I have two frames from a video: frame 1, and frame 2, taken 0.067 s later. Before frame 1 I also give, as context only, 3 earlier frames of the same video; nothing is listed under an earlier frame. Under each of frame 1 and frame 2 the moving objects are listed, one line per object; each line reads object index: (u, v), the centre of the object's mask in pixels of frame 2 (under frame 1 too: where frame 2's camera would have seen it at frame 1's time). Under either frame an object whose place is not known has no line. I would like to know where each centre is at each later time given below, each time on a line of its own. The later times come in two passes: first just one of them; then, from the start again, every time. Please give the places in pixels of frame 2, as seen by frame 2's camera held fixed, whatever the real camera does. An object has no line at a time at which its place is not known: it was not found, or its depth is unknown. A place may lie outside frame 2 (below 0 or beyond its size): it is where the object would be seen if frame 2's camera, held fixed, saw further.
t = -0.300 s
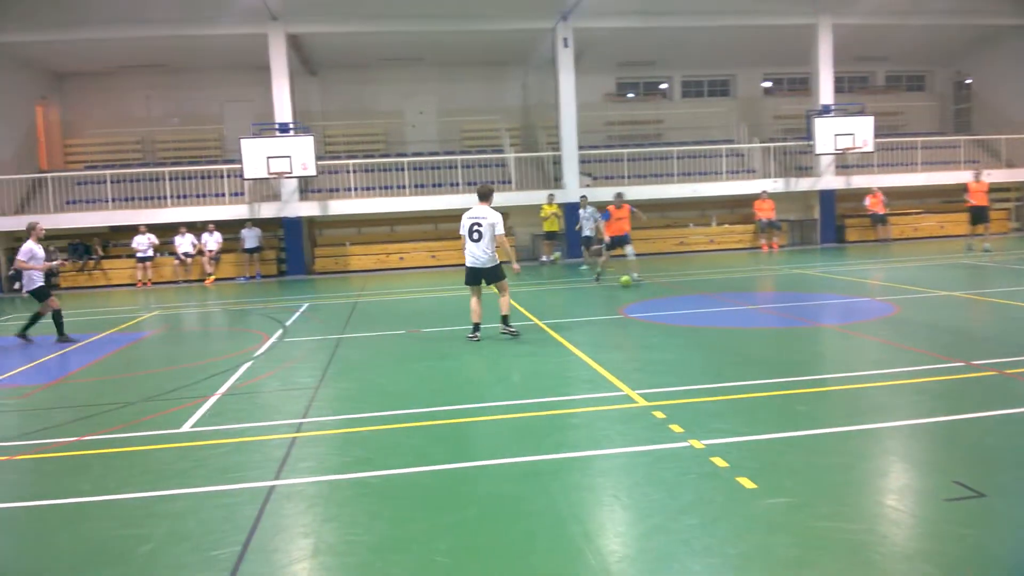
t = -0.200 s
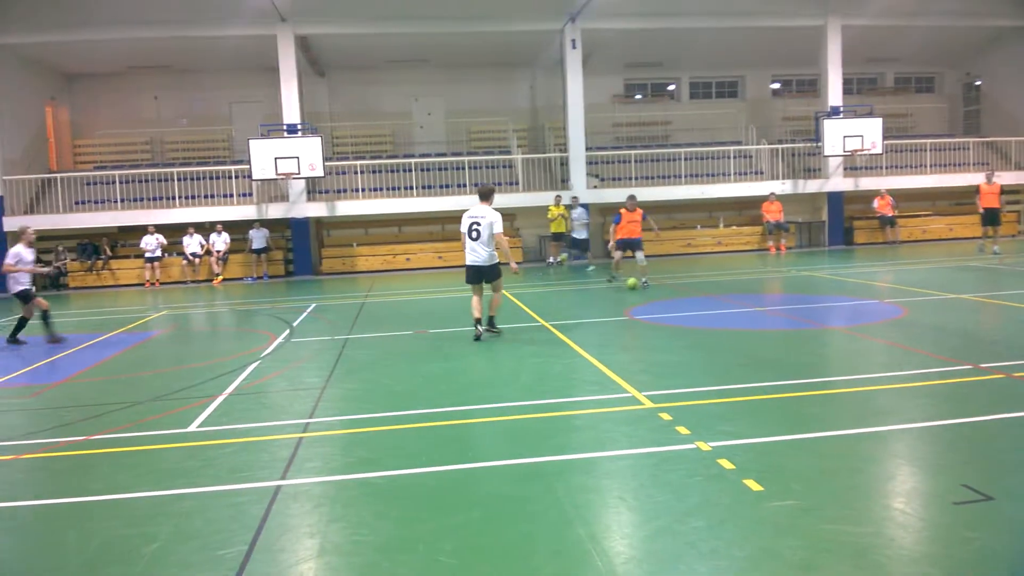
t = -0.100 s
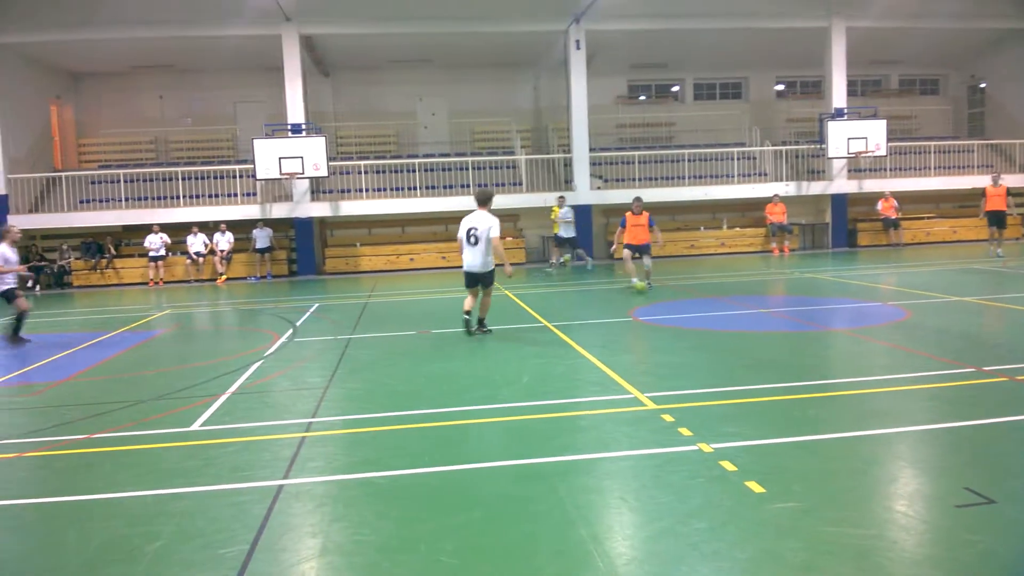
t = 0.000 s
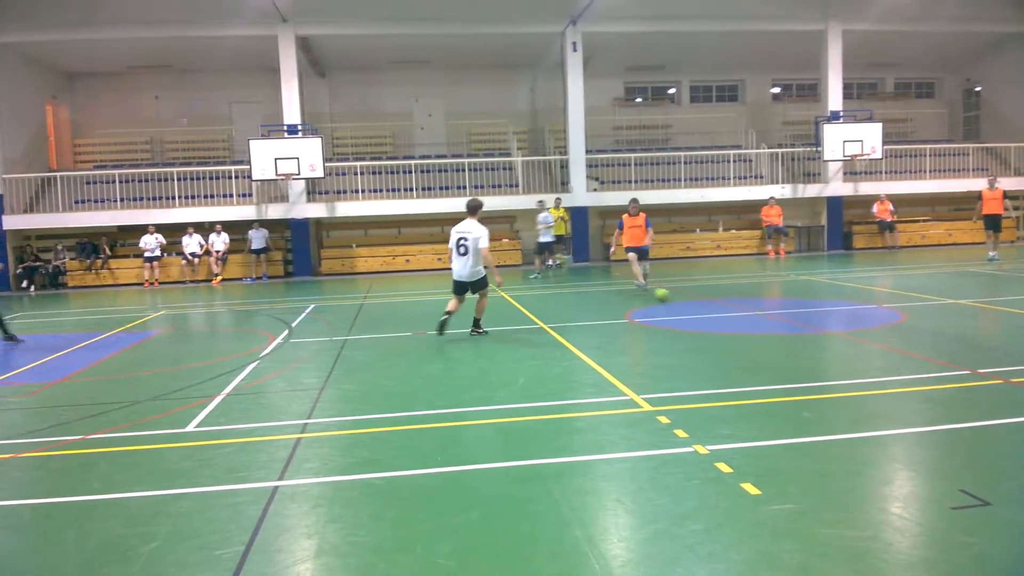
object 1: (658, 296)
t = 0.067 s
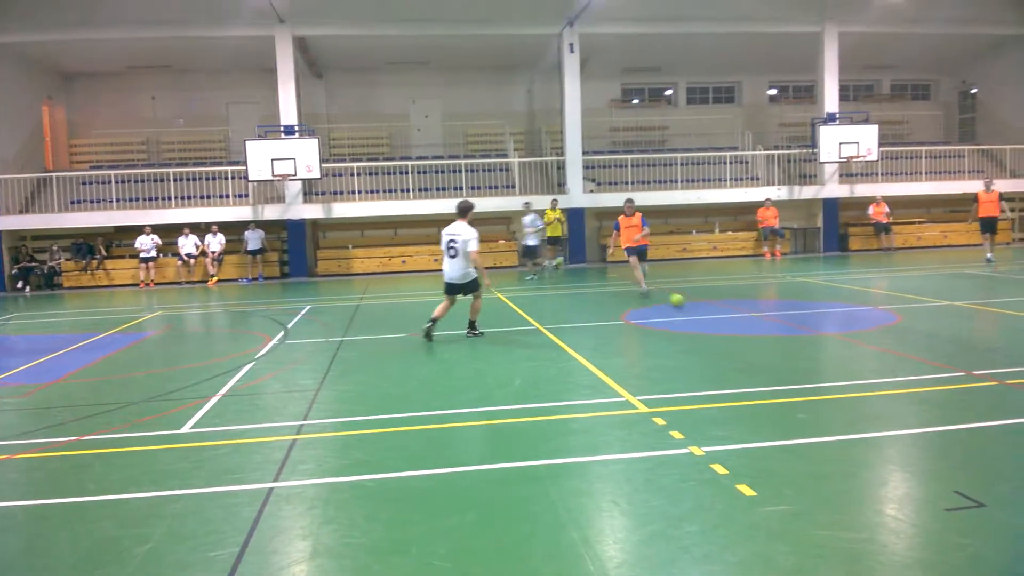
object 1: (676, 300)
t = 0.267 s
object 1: (741, 316)
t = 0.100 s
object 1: (686, 303)
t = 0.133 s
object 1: (697, 305)
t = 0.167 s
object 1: (707, 307)
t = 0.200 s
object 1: (718, 310)
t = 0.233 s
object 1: (729, 313)
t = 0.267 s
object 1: (741, 316)
